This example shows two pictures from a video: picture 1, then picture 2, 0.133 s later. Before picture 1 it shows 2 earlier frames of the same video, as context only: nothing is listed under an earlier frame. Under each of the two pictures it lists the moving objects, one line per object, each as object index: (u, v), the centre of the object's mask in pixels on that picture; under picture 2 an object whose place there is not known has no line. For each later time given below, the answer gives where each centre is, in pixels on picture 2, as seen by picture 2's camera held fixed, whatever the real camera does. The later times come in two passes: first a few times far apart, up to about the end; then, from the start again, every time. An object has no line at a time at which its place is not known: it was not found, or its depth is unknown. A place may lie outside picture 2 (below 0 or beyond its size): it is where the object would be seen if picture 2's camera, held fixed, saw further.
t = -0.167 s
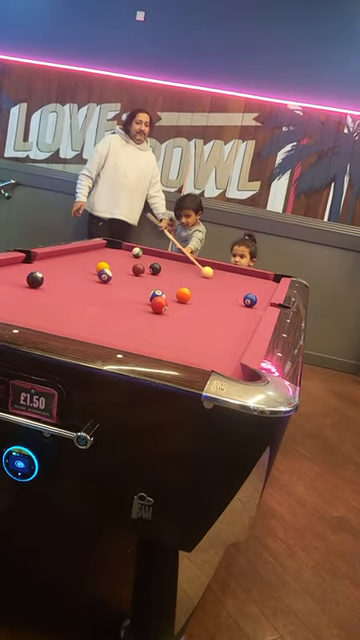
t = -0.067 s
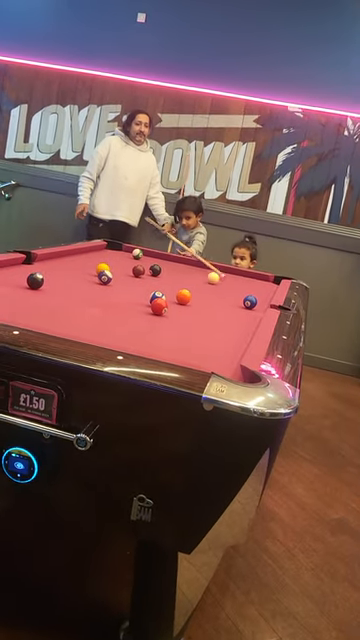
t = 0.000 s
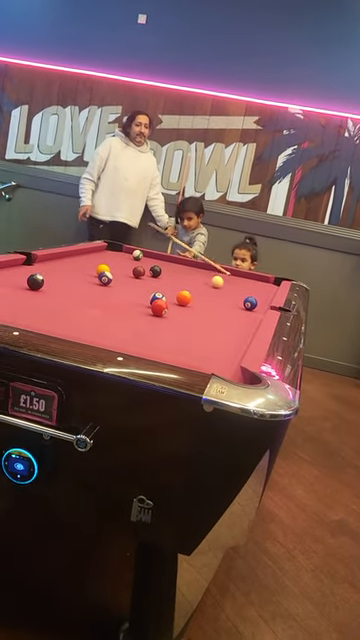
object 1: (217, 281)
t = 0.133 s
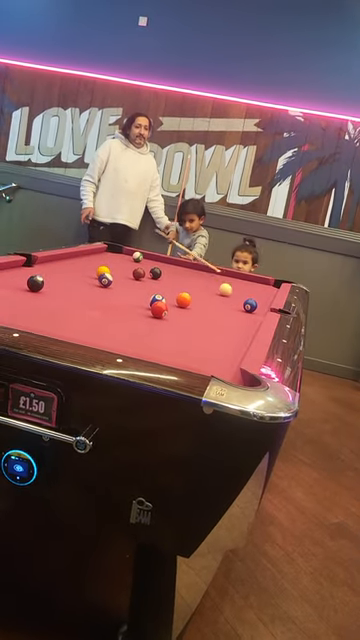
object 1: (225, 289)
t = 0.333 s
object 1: (238, 298)
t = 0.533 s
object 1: (239, 302)
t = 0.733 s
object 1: (236, 304)
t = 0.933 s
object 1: (234, 306)
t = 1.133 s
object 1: (231, 308)
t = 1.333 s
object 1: (227, 309)
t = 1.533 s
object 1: (225, 311)
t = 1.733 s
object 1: (222, 313)
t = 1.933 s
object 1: (219, 314)
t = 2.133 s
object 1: (216, 316)
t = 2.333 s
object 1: (214, 317)
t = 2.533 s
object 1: (212, 319)
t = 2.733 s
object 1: (210, 320)
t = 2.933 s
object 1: (208, 322)
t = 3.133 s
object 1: (207, 323)
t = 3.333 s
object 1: (205, 324)
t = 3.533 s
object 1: (204, 324)
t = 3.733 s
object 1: (202, 325)
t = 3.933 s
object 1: (202, 325)
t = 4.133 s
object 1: (201, 325)
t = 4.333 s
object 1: (201, 326)
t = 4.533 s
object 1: (201, 326)
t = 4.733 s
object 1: (201, 326)
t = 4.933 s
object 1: (201, 326)
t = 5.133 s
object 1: (201, 326)
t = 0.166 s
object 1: (227, 291)
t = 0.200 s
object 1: (230, 292)
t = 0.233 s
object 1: (232, 294)
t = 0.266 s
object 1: (234, 295)
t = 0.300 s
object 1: (236, 297)
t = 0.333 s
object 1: (238, 298)
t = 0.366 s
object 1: (240, 299)
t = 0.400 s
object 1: (241, 300)
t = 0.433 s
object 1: (241, 301)
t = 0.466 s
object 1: (240, 302)
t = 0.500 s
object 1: (240, 302)
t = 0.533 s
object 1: (239, 302)
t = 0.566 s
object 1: (239, 302)
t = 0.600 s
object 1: (238, 303)
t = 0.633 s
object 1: (237, 303)
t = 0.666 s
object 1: (237, 303)
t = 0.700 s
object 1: (236, 304)
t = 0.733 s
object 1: (236, 304)
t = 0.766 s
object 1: (236, 304)
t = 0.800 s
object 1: (235, 305)
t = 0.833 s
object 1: (235, 305)
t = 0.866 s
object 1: (234, 305)
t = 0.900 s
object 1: (234, 306)
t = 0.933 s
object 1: (234, 306)
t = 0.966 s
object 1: (233, 306)
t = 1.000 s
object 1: (233, 306)
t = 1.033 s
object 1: (232, 307)
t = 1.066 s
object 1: (232, 307)
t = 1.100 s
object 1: (231, 307)
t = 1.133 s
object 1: (231, 308)
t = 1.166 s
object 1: (230, 308)
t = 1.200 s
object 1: (230, 308)
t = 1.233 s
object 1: (229, 309)
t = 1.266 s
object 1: (229, 309)
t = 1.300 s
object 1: (228, 309)
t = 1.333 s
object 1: (227, 309)
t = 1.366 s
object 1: (227, 310)
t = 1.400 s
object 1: (226, 310)
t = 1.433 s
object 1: (226, 310)
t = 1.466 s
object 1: (225, 311)
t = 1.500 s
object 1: (225, 311)
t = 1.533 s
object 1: (225, 311)
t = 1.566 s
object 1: (224, 311)
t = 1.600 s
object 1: (224, 312)
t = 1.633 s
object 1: (223, 312)
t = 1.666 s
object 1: (223, 312)
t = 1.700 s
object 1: (222, 313)
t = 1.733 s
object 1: (222, 313)
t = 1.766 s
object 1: (221, 313)
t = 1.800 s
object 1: (221, 314)
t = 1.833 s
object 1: (220, 314)
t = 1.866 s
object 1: (220, 314)
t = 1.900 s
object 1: (220, 314)
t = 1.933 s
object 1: (219, 314)
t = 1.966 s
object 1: (218, 315)
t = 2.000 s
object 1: (218, 315)
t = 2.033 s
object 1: (218, 315)
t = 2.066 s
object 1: (217, 316)
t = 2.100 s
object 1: (217, 316)
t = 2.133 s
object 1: (216, 316)
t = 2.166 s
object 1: (216, 316)
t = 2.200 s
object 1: (216, 317)
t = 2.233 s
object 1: (215, 317)
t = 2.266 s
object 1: (215, 317)
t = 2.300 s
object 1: (214, 317)
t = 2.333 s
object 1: (214, 317)
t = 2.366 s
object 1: (214, 318)
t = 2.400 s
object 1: (213, 318)
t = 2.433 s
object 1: (213, 318)
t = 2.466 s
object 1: (213, 318)
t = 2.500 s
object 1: (212, 319)
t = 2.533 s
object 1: (212, 319)
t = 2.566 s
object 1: (212, 319)
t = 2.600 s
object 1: (211, 319)
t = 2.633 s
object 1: (211, 320)
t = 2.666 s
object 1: (211, 320)
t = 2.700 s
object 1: (210, 320)
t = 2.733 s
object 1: (210, 320)
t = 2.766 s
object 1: (210, 320)
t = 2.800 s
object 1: (210, 321)
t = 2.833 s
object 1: (209, 321)
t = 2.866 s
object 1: (209, 321)
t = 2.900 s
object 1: (208, 321)
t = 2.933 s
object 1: (208, 322)
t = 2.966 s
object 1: (208, 322)
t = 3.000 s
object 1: (208, 322)
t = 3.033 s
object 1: (208, 322)
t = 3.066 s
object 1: (207, 323)
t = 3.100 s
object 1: (207, 322)
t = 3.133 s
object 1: (207, 323)
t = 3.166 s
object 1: (206, 323)
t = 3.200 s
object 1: (206, 323)
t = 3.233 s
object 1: (206, 323)
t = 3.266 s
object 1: (206, 323)
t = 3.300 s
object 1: (205, 323)
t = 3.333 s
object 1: (205, 324)
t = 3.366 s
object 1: (205, 324)
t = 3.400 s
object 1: (205, 324)
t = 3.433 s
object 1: (204, 324)
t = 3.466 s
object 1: (204, 324)
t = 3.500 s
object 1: (204, 324)
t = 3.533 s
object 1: (204, 324)
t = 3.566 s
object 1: (203, 324)
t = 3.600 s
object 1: (203, 324)
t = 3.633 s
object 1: (203, 325)
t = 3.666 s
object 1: (203, 325)
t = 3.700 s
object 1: (202, 325)
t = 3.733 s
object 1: (202, 325)
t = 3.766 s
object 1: (202, 325)
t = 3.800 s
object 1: (202, 325)
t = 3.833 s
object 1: (202, 325)
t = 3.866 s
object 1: (202, 325)
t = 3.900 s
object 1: (201, 325)
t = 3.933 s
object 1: (202, 325)
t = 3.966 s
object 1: (201, 325)
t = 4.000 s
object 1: (201, 325)
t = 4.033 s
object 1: (201, 325)
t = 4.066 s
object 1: (201, 325)
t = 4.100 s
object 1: (201, 326)
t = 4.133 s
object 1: (201, 325)
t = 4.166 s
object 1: (201, 325)
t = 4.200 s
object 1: (201, 326)
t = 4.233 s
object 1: (201, 325)
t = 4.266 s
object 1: (201, 325)
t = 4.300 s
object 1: (201, 326)
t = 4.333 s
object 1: (201, 326)
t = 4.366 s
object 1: (201, 326)
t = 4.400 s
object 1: (201, 326)
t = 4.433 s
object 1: (201, 326)
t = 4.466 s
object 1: (201, 326)
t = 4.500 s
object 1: (201, 326)
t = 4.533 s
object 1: (201, 326)
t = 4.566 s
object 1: (201, 326)
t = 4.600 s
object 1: (201, 326)
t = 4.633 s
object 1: (201, 326)
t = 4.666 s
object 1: (201, 325)
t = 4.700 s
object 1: (201, 326)
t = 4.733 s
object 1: (201, 326)
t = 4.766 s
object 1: (201, 326)
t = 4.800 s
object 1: (201, 326)
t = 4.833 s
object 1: (201, 326)
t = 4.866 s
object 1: (201, 326)
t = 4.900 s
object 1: (201, 325)
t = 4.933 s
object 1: (201, 326)
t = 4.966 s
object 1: (201, 326)
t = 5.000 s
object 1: (201, 326)
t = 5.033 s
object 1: (201, 326)
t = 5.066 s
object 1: (201, 326)
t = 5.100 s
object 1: (201, 326)
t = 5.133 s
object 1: (201, 326)
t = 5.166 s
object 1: (201, 326)
